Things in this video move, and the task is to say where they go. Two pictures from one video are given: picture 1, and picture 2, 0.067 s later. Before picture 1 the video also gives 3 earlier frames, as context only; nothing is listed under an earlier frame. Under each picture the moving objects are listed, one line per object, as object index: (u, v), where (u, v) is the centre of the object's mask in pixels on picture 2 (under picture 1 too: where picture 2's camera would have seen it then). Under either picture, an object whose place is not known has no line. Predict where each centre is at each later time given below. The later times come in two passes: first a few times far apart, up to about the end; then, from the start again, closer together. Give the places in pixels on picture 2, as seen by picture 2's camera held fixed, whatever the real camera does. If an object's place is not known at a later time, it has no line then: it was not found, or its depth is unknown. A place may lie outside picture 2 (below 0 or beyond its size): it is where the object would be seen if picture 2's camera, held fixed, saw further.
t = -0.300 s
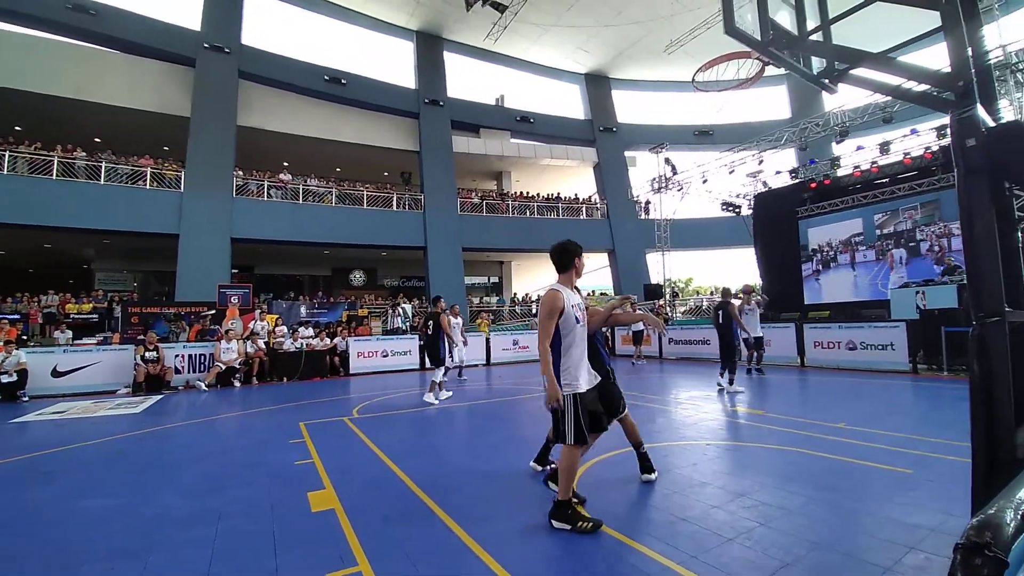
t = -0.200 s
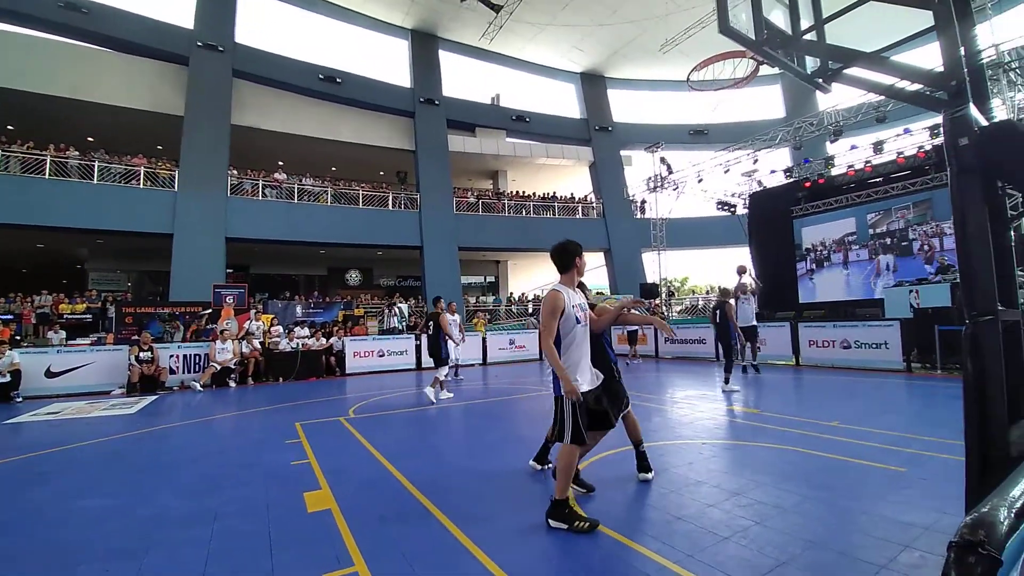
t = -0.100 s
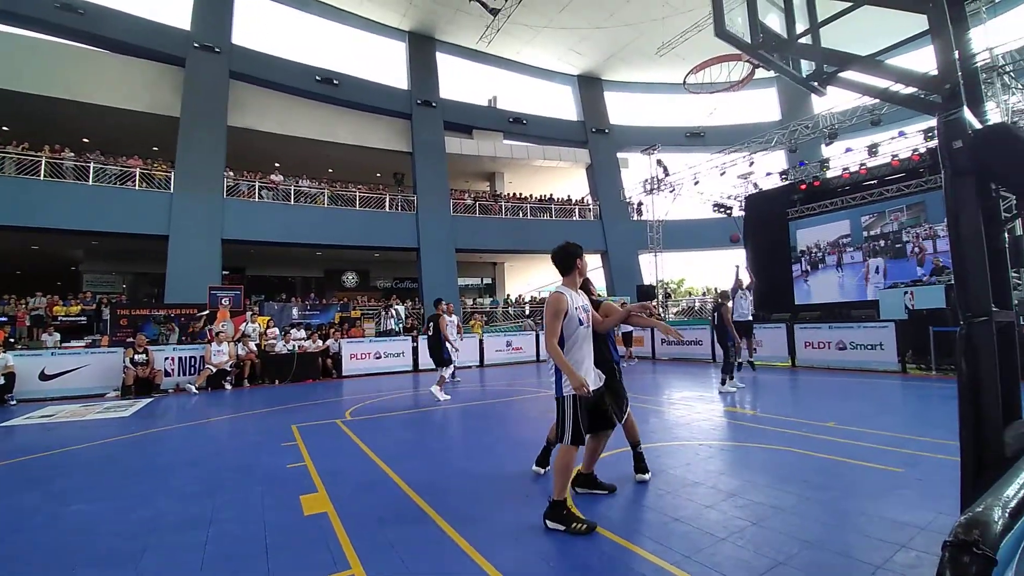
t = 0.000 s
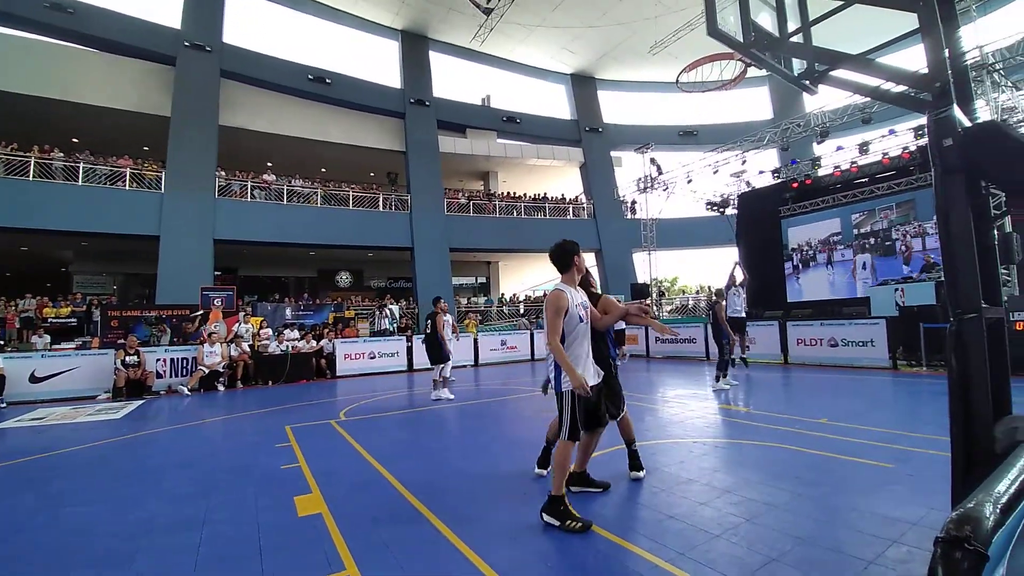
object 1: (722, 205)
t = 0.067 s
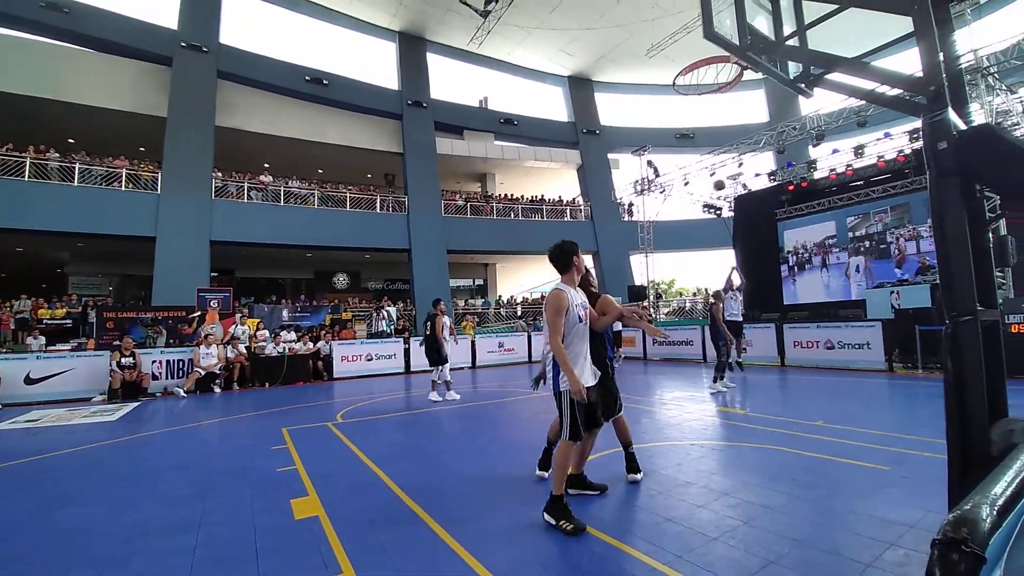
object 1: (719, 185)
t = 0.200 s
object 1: (714, 146)
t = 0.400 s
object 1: (705, 93)
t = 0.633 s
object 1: (695, 47)
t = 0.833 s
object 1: (687, 26)
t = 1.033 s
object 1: (674, 39)
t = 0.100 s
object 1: (717, 174)
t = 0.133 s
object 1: (716, 165)
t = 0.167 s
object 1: (715, 155)
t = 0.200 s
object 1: (714, 146)
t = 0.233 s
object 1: (712, 137)
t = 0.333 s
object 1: (708, 109)
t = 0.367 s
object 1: (707, 101)
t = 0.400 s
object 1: (705, 93)
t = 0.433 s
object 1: (704, 86)
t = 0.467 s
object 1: (703, 78)
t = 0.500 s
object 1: (702, 73)
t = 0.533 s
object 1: (700, 63)
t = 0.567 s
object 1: (697, 56)
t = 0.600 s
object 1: (697, 53)
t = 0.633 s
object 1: (695, 47)
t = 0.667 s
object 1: (693, 42)
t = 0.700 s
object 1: (691, 38)
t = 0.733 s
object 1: (690, 34)
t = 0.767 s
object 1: (689, 31)
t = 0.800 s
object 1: (688, 28)
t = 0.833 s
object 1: (687, 26)
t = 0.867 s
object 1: (685, 25)
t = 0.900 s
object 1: (682, 25)
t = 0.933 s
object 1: (680, 27)
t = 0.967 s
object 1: (678, 30)
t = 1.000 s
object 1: (676, 33)
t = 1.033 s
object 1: (674, 39)
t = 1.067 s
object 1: (672, 47)
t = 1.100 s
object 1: (670, 57)
